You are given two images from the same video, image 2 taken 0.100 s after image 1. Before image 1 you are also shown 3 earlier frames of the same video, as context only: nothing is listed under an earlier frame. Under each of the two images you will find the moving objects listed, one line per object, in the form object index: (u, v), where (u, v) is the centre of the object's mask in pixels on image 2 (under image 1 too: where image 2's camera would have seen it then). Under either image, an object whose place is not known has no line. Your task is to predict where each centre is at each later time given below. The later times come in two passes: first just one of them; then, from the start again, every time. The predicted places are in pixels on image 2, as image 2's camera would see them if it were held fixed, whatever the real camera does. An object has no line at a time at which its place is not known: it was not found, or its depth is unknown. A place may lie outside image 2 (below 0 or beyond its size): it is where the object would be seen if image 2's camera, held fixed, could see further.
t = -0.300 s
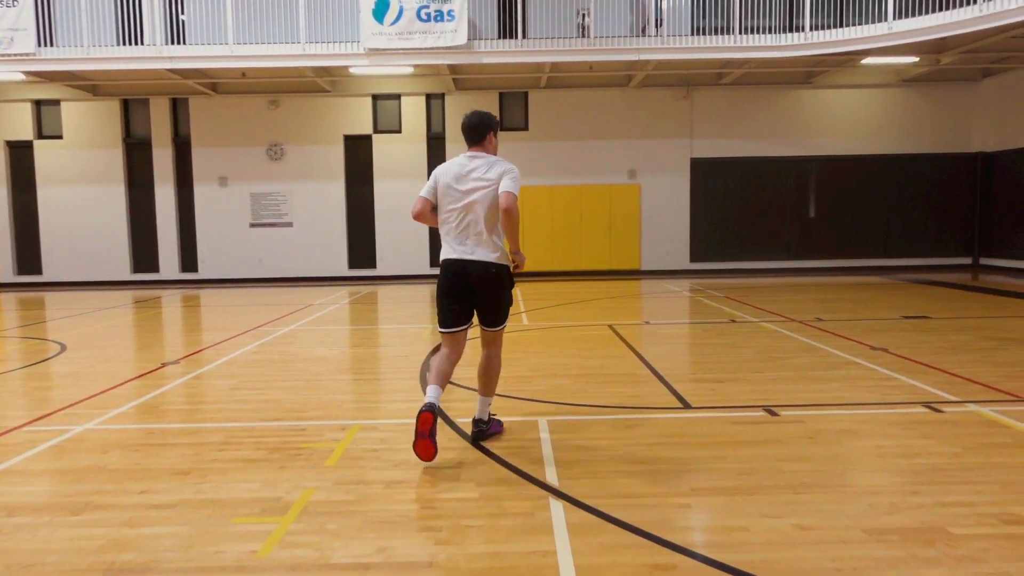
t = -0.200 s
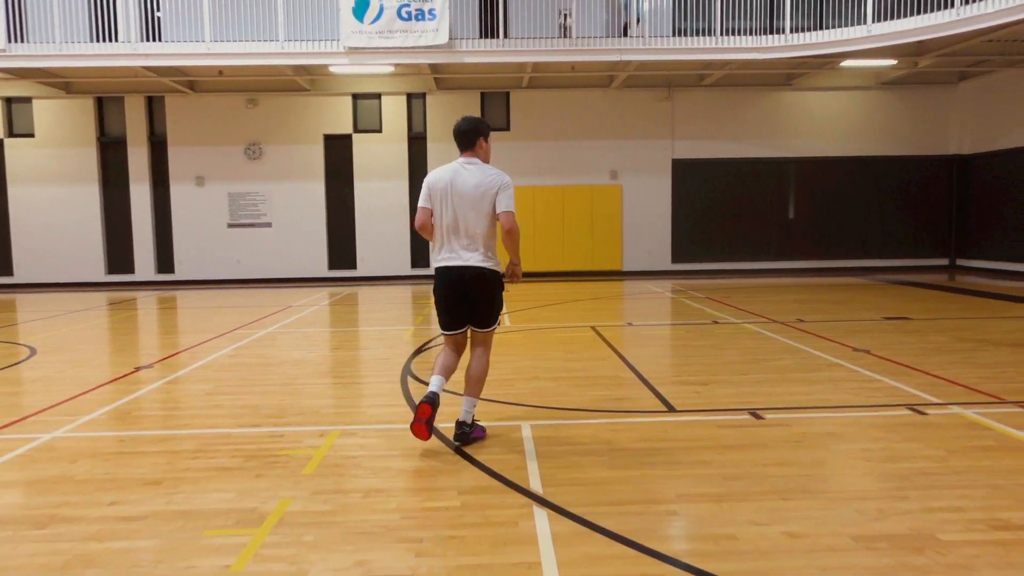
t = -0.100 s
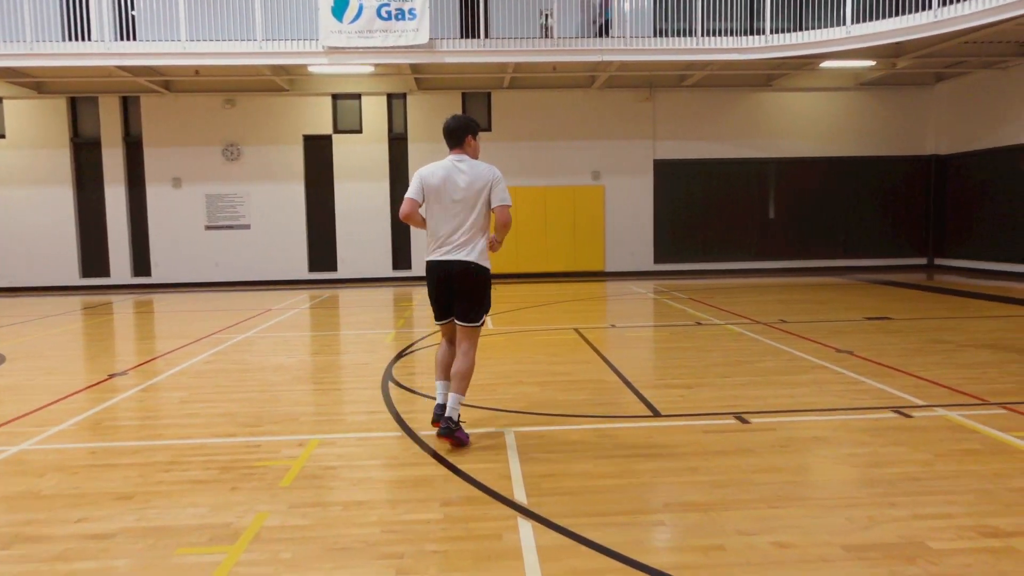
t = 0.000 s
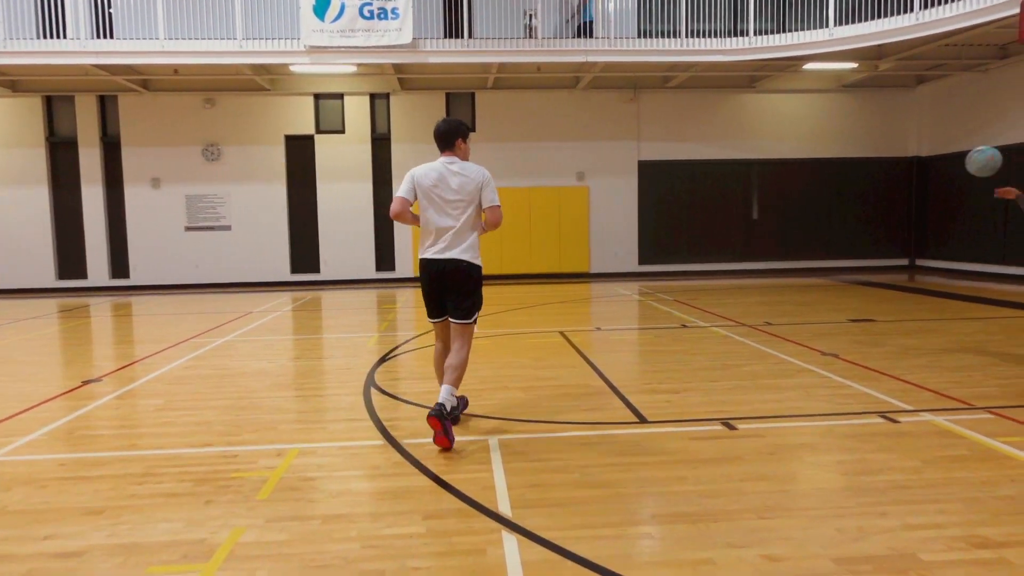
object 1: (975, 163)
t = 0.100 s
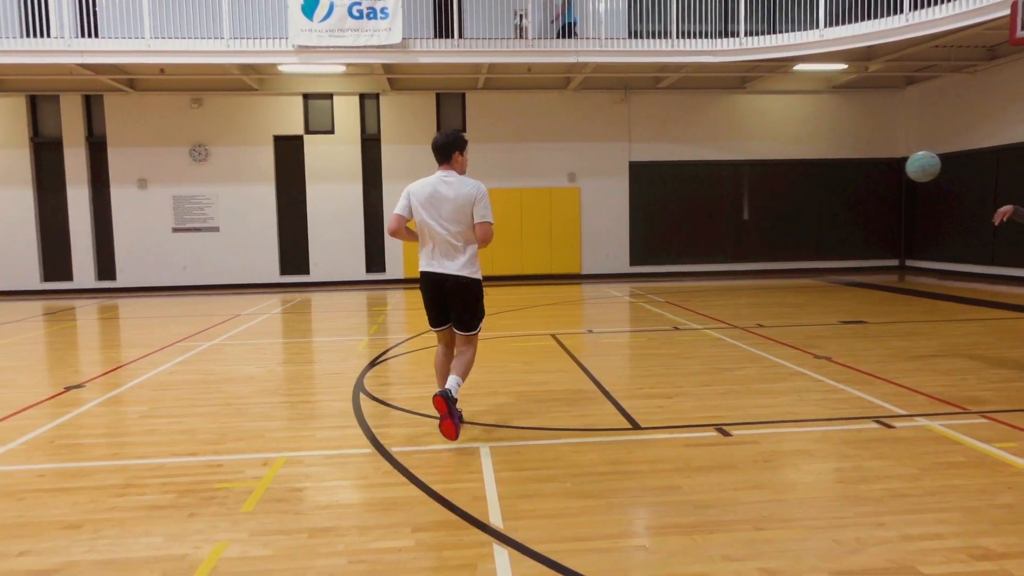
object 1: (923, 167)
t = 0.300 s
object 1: (824, 211)
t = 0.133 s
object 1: (906, 171)
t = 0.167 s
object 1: (890, 176)
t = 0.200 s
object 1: (873, 183)
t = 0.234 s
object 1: (857, 191)
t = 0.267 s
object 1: (840, 201)
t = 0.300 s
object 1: (824, 211)
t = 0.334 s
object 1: (808, 224)
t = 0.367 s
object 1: (792, 238)
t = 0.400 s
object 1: (773, 251)
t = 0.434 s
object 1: (757, 267)
